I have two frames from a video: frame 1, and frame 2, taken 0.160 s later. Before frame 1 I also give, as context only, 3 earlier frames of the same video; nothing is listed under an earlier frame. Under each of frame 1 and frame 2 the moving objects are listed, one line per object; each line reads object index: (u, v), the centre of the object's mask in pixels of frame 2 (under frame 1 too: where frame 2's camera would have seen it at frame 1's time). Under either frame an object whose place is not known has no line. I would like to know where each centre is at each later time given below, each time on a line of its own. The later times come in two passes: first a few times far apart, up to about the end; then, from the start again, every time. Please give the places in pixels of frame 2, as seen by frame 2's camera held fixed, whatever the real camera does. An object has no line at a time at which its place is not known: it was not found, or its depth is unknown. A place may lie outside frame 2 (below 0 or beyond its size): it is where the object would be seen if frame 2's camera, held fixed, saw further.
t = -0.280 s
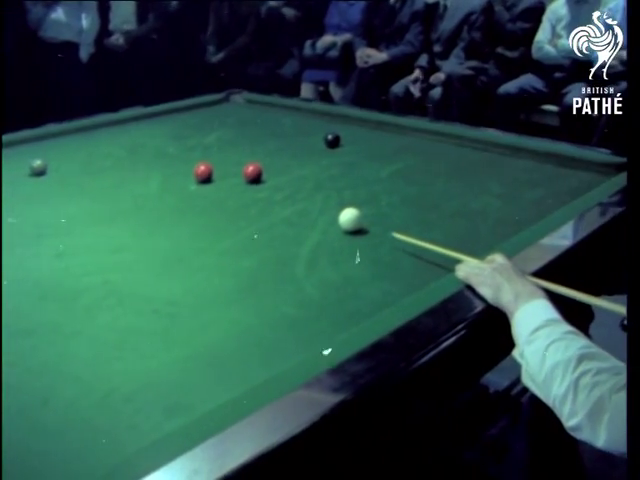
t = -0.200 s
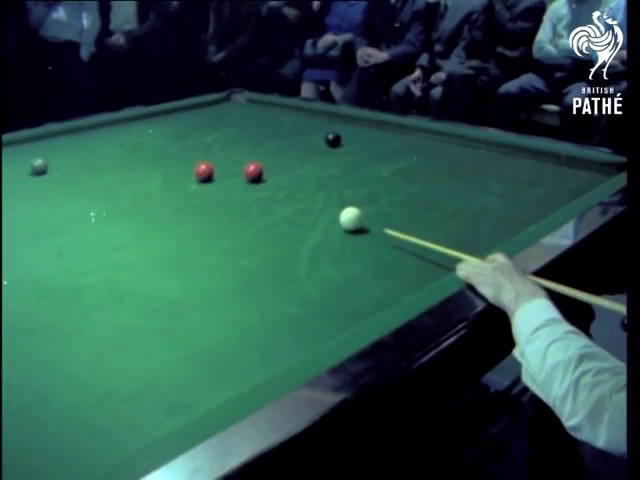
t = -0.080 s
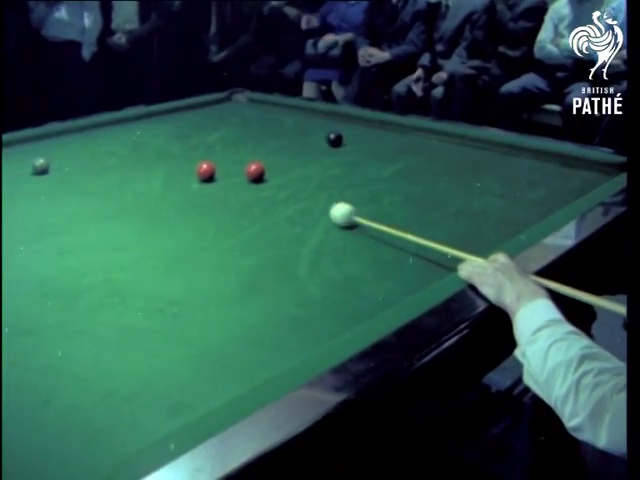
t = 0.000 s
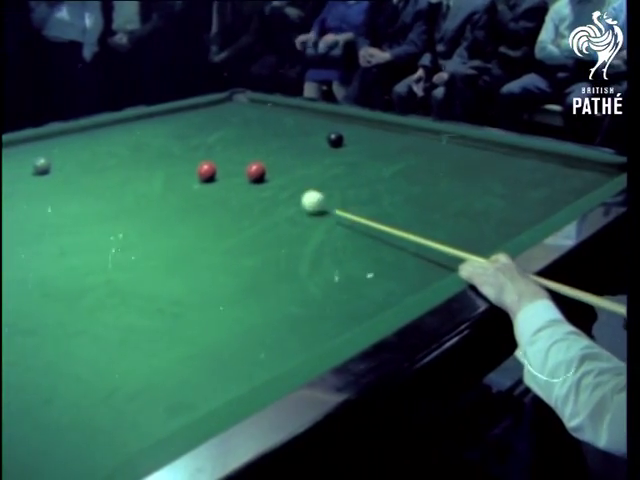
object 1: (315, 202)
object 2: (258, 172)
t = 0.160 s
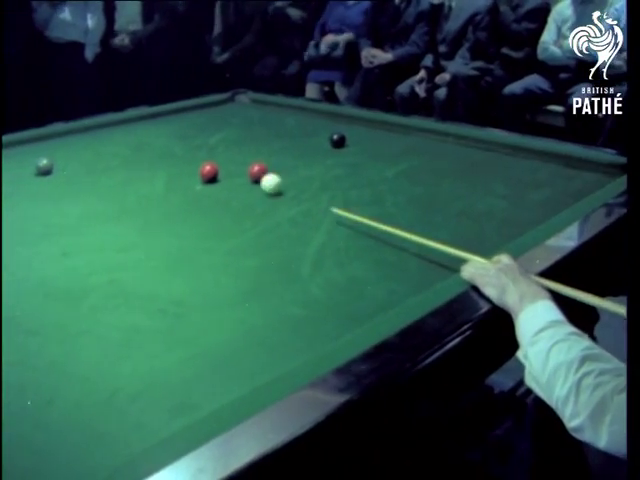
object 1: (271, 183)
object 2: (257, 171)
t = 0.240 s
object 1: (252, 178)
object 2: (260, 167)
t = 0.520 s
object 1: (202, 178)
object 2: (256, 153)
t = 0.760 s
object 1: (171, 182)
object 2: (253, 142)
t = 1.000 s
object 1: (141, 186)
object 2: (252, 133)
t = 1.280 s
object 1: (109, 189)
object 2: (250, 123)
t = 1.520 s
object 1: (84, 192)
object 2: (248, 117)
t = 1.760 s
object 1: (60, 194)
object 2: (246, 111)
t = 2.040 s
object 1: (35, 197)
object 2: (245, 105)
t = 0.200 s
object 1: (261, 180)
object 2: (257, 167)
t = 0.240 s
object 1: (252, 178)
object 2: (260, 167)
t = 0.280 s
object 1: (243, 178)
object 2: (258, 166)
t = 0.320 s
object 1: (234, 177)
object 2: (258, 164)
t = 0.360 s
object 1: (226, 177)
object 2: (257, 162)
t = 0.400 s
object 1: (218, 177)
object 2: (257, 160)
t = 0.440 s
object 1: (213, 177)
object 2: (256, 158)
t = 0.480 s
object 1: (207, 178)
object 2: (256, 155)
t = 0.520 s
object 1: (202, 178)
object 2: (256, 153)
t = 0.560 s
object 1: (197, 179)
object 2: (255, 152)
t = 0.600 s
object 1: (191, 180)
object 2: (255, 149)
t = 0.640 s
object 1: (186, 180)
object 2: (254, 147)
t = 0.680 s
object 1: (181, 181)
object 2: (254, 146)
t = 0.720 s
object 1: (176, 182)
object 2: (253, 144)
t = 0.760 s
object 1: (171, 182)
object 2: (253, 142)
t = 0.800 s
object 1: (166, 183)
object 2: (253, 141)
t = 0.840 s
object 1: (161, 183)
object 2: (253, 139)
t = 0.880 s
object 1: (156, 184)
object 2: (253, 137)
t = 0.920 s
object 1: (151, 184)
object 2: (252, 135)
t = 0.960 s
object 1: (146, 185)
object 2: (252, 134)
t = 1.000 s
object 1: (141, 186)
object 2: (252, 133)
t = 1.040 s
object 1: (136, 186)
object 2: (251, 132)
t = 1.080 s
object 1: (132, 187)
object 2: (251, 130)
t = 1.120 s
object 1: (127, 187)
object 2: (251, 129)
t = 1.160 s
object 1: (123, 188)
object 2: (250, 127)
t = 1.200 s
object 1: (118, 188)
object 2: (250, 126)
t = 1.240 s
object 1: (114, 189)
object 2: (250, 125)
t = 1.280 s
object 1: (109, 189)
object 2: (250, 123)
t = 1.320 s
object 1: (104, 190)
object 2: (249, 122)
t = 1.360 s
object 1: (100, 190)
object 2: (249, 121)
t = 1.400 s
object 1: (96, 191)
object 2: (249, 120)
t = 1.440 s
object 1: (92, 191)
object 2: (248, 119)
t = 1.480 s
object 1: (88, 191)
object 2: (248, 118)
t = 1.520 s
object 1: (84, 192)
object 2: (248, 117)
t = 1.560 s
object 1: (80, 192)
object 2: (247, 116)
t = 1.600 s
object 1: (75, 193)
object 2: (247, 115)
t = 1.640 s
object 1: (71, 194)
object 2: (247, 114)
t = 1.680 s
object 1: (68, 194)
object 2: (247, 113)
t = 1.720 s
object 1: (64, 194)
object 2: (247, 112)
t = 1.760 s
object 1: (60, 194)
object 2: (246, 111)
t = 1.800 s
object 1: (56, 195)
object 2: (246, 110)
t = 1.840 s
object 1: (53, 195)
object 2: (246, 109)
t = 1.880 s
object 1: (49, 196)
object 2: (246, 108)
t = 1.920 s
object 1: (46, 196)
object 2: (245, 108)
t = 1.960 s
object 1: (42, 196)
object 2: (245, 107)
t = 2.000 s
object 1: (39, 197)
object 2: (245, 106)
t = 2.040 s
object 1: (35, 197)
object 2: (245, 105)
